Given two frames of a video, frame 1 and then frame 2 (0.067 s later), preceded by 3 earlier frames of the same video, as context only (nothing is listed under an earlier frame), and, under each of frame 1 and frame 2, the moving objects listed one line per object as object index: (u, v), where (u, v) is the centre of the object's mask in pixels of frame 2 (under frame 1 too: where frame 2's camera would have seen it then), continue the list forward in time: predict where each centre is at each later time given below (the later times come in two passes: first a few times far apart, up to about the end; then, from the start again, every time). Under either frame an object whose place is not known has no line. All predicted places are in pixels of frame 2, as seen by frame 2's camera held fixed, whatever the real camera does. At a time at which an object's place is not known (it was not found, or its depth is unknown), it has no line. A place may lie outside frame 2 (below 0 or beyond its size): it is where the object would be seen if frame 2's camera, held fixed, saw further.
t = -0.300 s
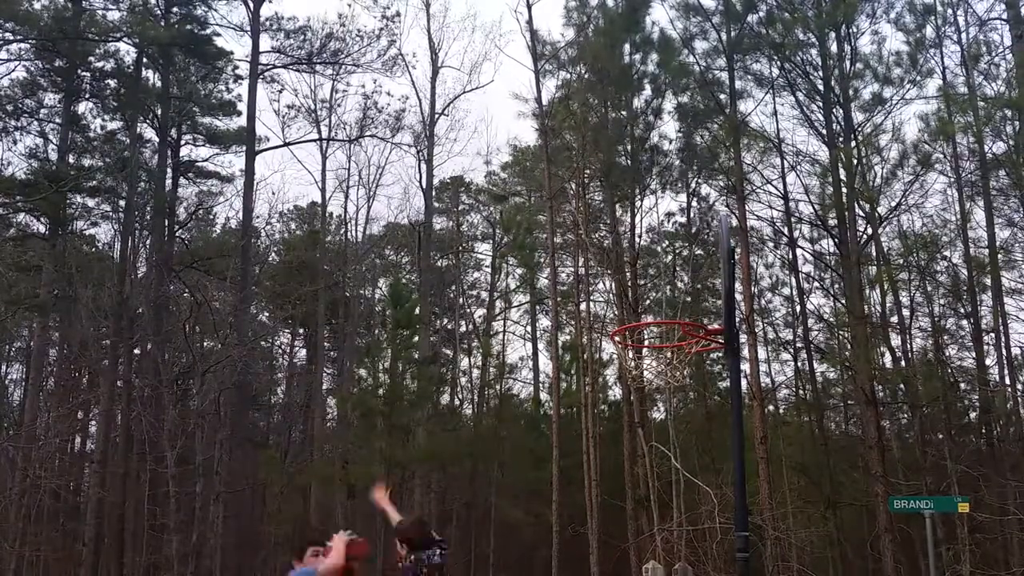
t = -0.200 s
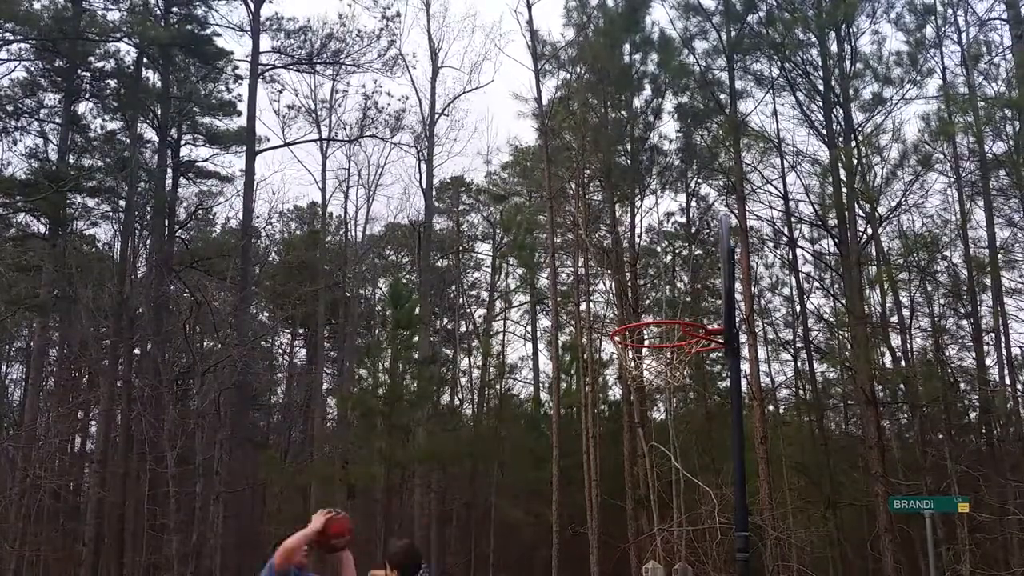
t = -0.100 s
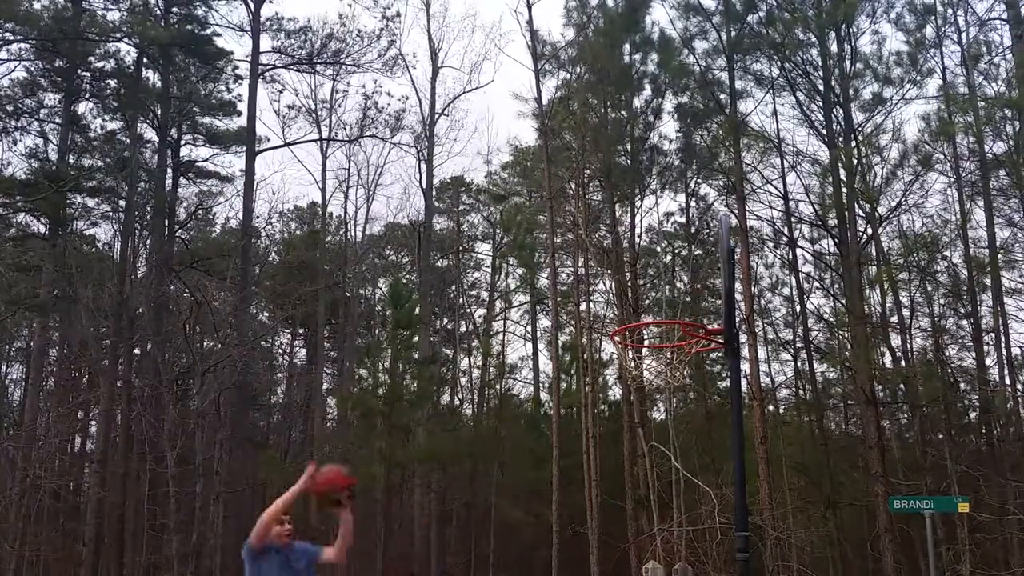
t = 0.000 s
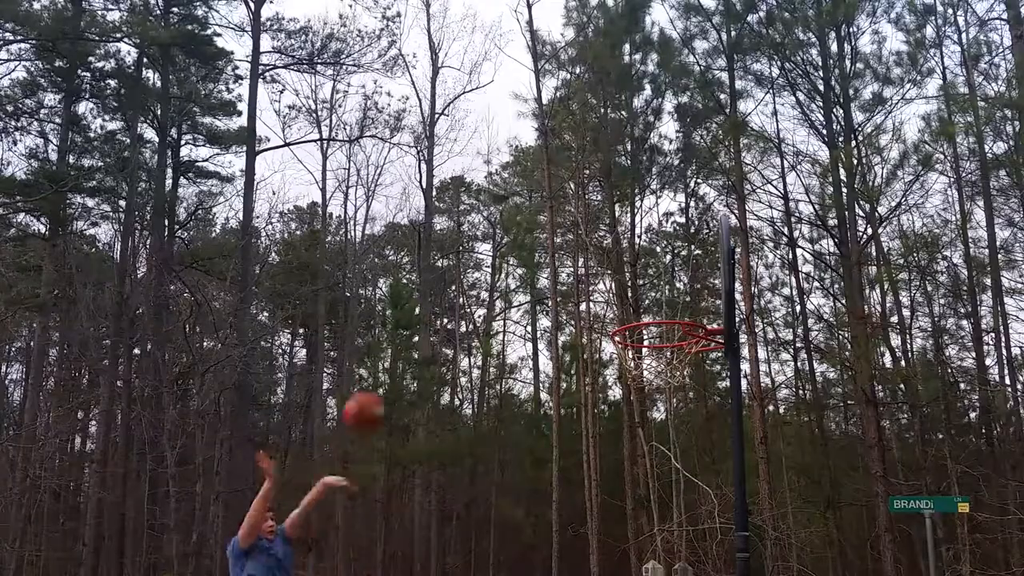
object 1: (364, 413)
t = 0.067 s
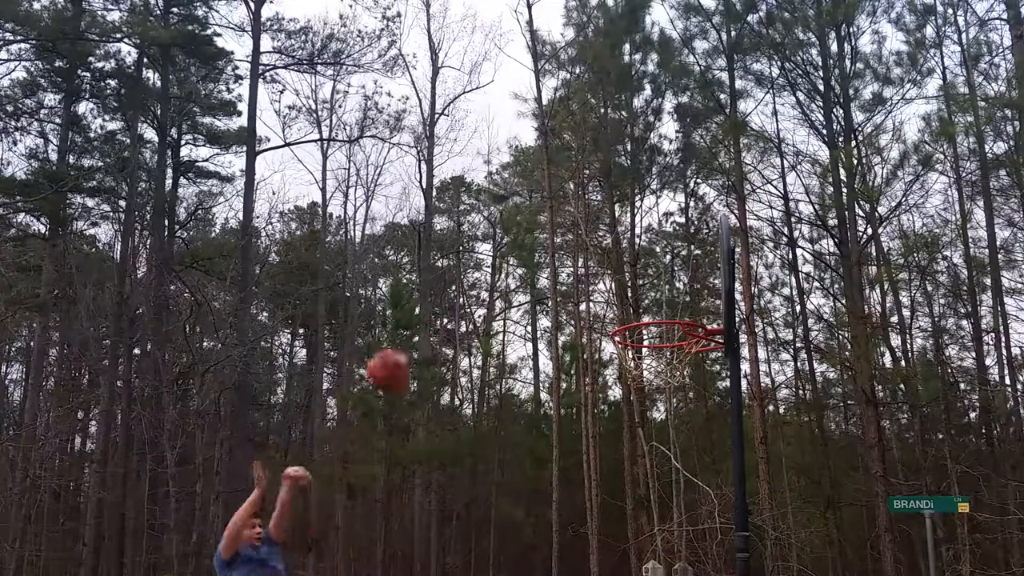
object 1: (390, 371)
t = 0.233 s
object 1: (454, 294)
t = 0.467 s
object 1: (560, 262)
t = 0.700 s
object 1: (672, 345)
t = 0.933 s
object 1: (591, 536)
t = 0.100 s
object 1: (403, 352)
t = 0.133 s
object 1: (415, 336)
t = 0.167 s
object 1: (428, 319)
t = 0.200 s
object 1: (441, 306)
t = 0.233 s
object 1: (454, 294)
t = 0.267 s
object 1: (468, 284)
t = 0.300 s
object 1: (483, 275)
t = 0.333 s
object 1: (498, 268)
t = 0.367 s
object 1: (513, 264)
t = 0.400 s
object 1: (527, 260)
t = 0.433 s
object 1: (542, 260)
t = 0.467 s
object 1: (560, 262)
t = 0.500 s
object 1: (576, 266)
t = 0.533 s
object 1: (593, 272)
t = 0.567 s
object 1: (612, 281)
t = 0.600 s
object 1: (631, 293)
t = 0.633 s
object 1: (649, 303)
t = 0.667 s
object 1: (672, 328)
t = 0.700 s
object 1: (672, 345)
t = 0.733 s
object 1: (660, 365)
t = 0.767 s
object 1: (648, 386)
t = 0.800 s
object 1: (636, 412)
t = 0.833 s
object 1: (625, 438)
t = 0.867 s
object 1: (614, 466)
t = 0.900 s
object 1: (602, 499)
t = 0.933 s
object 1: (591, 536)
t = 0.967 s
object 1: (580, 562)
